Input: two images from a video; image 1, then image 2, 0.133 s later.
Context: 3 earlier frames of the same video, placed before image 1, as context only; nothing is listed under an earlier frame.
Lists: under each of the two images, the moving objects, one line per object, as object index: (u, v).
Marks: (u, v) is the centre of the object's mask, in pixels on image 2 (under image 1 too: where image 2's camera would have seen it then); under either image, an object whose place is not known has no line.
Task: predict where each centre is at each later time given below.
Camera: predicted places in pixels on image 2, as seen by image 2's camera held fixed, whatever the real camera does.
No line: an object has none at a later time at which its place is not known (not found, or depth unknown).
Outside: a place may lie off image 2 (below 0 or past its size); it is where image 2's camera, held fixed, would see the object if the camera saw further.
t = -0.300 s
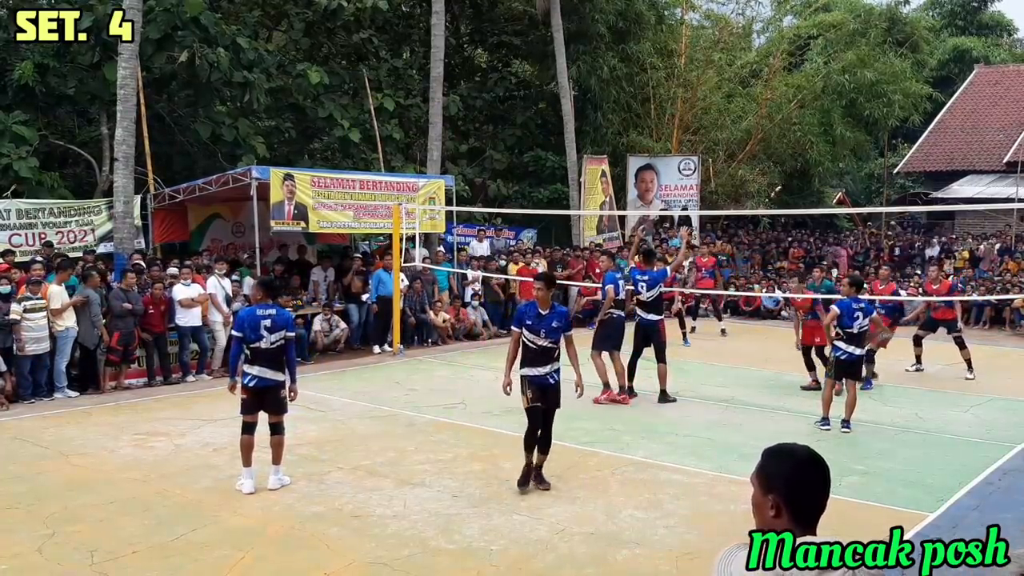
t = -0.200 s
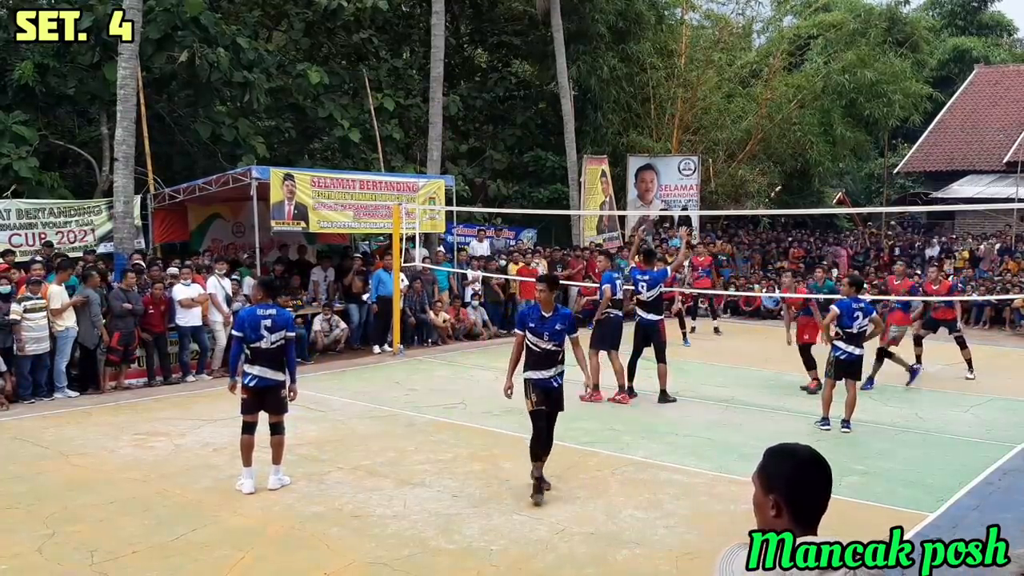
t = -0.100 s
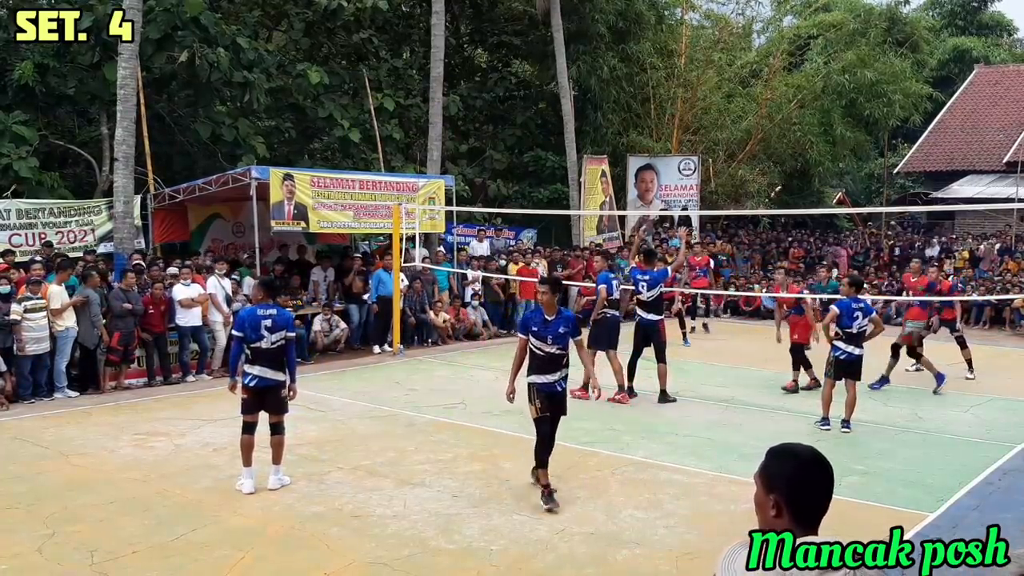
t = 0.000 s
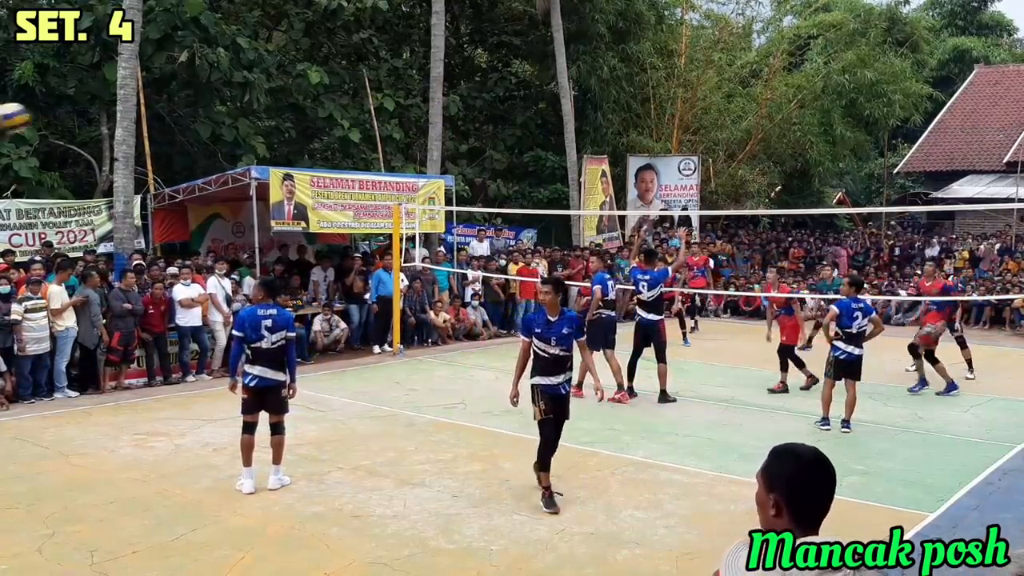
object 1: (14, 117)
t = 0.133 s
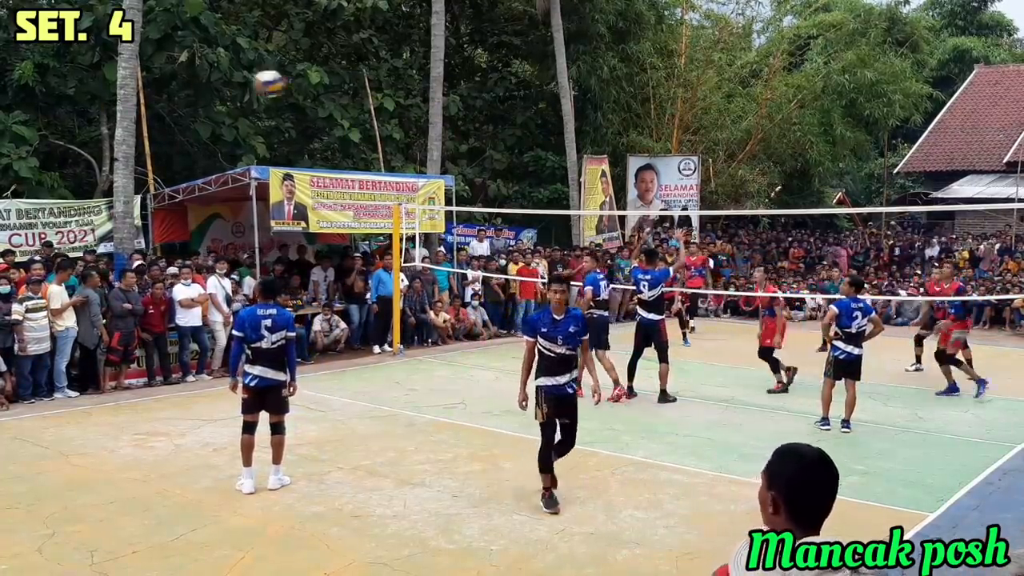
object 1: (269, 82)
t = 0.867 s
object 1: (907, 205)
